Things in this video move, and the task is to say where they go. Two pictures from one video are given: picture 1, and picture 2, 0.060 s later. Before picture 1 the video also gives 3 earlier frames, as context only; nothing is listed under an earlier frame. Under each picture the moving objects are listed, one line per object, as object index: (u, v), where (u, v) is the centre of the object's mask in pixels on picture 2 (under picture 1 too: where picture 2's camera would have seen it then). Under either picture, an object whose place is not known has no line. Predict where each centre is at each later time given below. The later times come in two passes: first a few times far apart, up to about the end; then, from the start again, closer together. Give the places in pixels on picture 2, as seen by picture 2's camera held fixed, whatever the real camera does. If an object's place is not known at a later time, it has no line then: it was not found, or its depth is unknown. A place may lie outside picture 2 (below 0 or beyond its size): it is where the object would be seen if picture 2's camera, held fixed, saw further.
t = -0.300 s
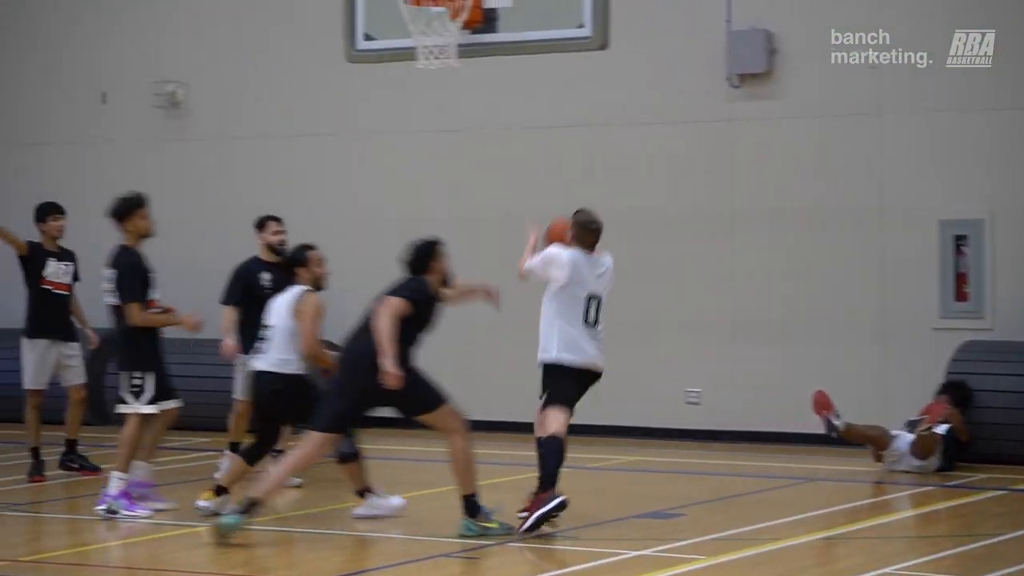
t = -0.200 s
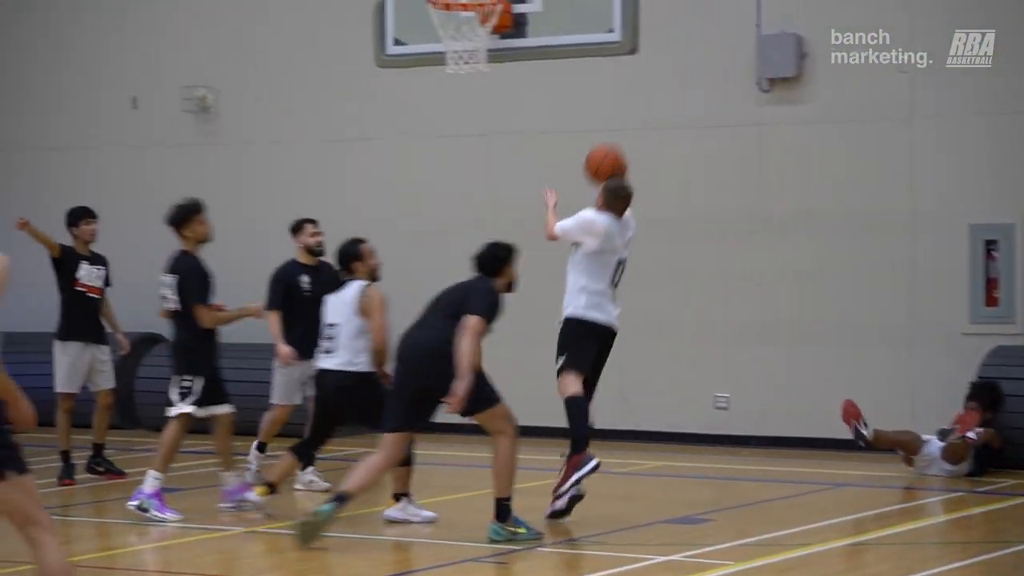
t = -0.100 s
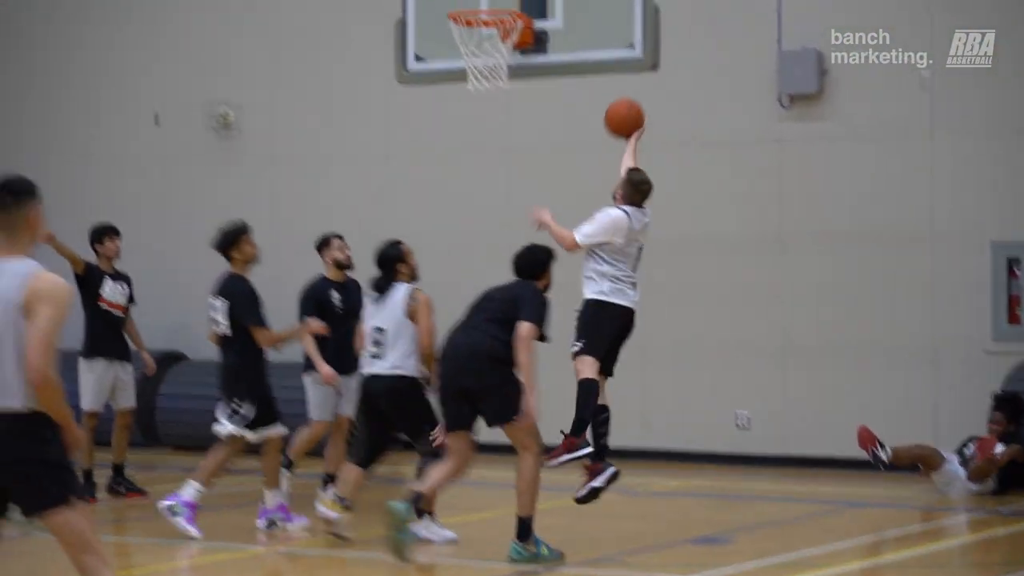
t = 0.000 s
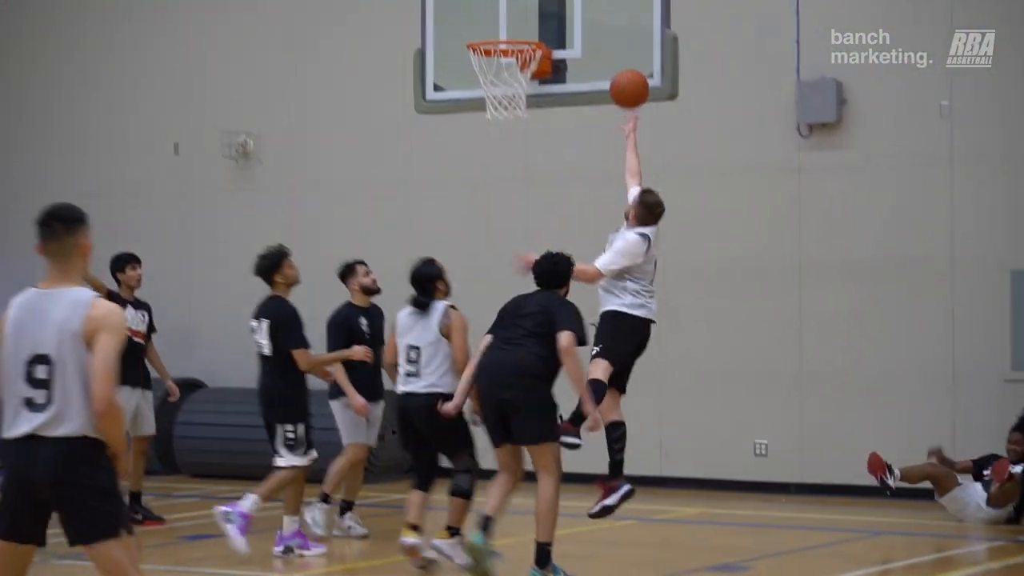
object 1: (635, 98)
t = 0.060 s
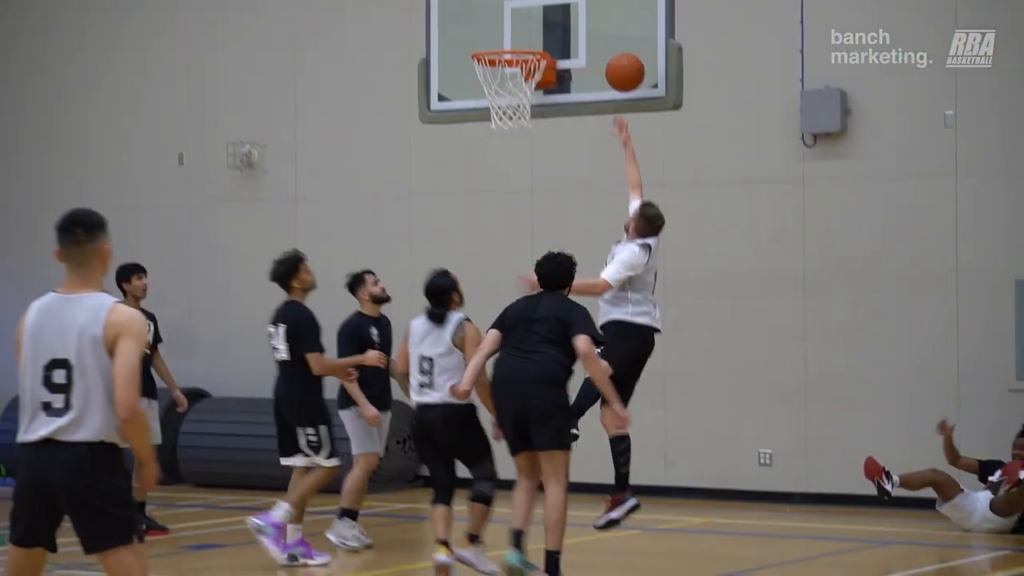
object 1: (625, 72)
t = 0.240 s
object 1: (594, 27)
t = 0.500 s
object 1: (528, 33)
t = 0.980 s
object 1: (489, 137)
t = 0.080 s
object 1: (622, 65)
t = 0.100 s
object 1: (619, 58)
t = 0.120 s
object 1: (617, 52)
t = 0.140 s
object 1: (614, 47)
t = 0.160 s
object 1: (611, 42)
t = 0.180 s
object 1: (609, 38)
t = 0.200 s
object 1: (605, 34)
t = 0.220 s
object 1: (599, 30)
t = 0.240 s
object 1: (594, 27)
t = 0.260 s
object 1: (589, 25)
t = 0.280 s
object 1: (583, 23)
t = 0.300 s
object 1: (577, 22)
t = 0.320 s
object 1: (572, 21)
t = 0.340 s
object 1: (566, 21)
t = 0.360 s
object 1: (561, 22)
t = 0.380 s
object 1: (555, 23)
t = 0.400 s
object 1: (551, 25)
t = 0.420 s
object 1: (546, 27)
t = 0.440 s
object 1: (540, 31)
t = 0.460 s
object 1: (535, 33)
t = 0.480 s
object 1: (531, 33)
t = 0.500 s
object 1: (528, 33)
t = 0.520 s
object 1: (525, 34)
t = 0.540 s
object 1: (522, 35)
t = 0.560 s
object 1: (518, 37)
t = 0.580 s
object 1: (515, 38)
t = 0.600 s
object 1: (511, 39)
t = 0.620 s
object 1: (508, 42)
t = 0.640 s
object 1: (504, 55)
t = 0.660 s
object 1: (502, 62)
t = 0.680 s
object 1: (498, 69)
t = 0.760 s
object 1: (488, 91)
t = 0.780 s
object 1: (487, 94)
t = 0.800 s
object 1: (486, 96)
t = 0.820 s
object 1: (486, 98)
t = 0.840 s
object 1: (486, 101)
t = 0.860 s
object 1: (489, 106)
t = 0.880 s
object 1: (488, 111)
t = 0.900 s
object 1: (488, 113)
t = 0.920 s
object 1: (488, 118)
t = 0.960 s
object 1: (488, 130)
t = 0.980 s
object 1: (489, 137)
